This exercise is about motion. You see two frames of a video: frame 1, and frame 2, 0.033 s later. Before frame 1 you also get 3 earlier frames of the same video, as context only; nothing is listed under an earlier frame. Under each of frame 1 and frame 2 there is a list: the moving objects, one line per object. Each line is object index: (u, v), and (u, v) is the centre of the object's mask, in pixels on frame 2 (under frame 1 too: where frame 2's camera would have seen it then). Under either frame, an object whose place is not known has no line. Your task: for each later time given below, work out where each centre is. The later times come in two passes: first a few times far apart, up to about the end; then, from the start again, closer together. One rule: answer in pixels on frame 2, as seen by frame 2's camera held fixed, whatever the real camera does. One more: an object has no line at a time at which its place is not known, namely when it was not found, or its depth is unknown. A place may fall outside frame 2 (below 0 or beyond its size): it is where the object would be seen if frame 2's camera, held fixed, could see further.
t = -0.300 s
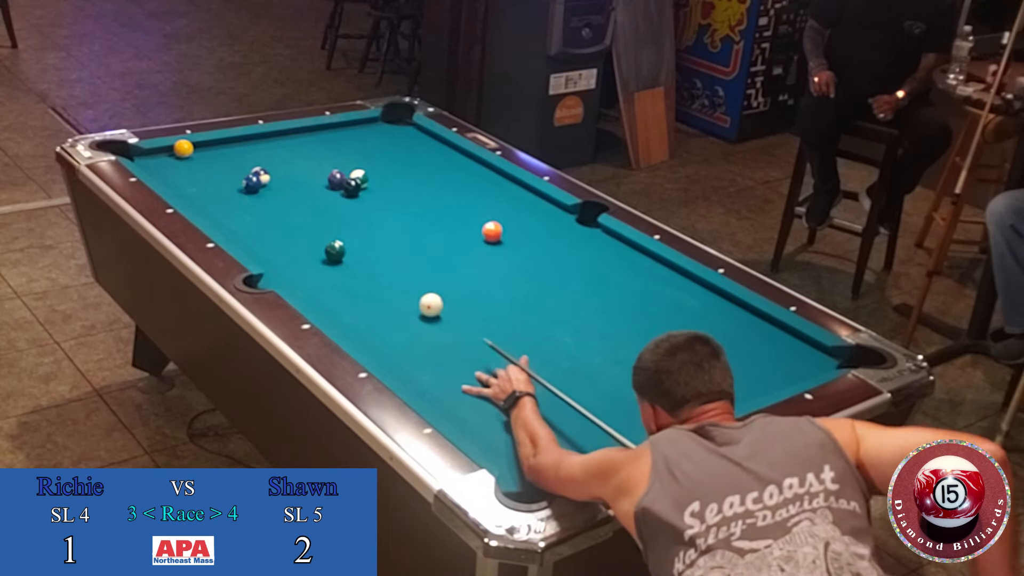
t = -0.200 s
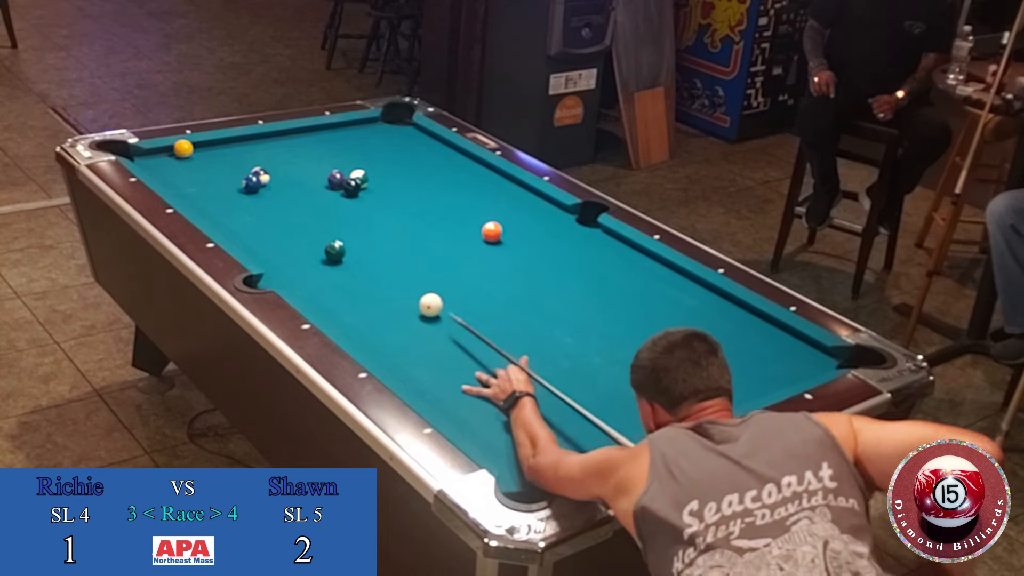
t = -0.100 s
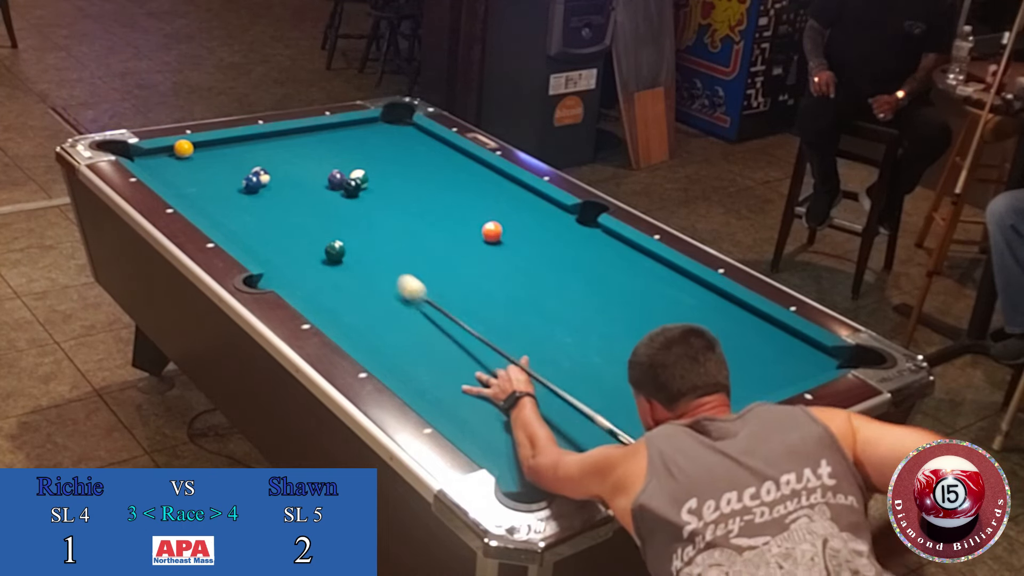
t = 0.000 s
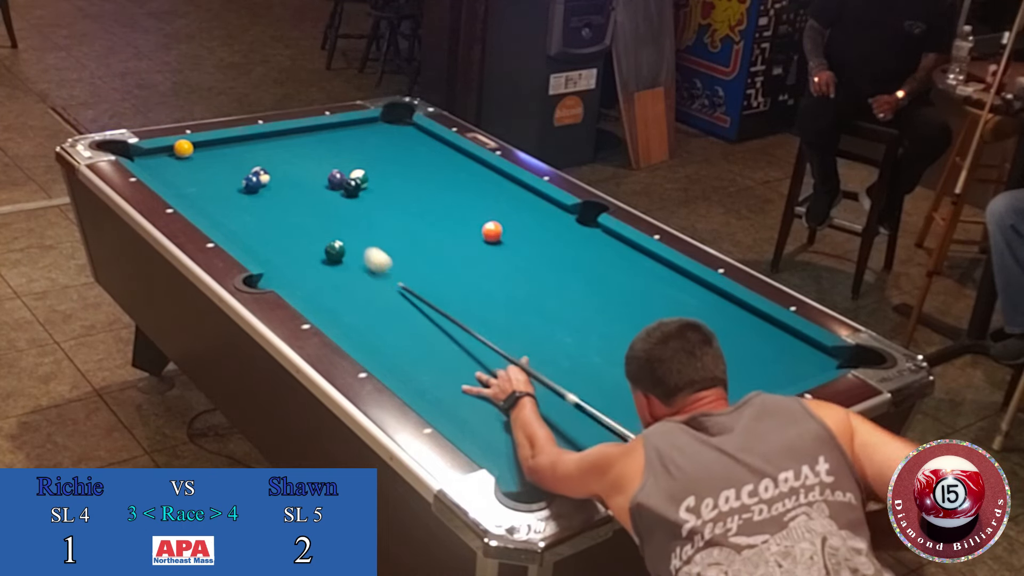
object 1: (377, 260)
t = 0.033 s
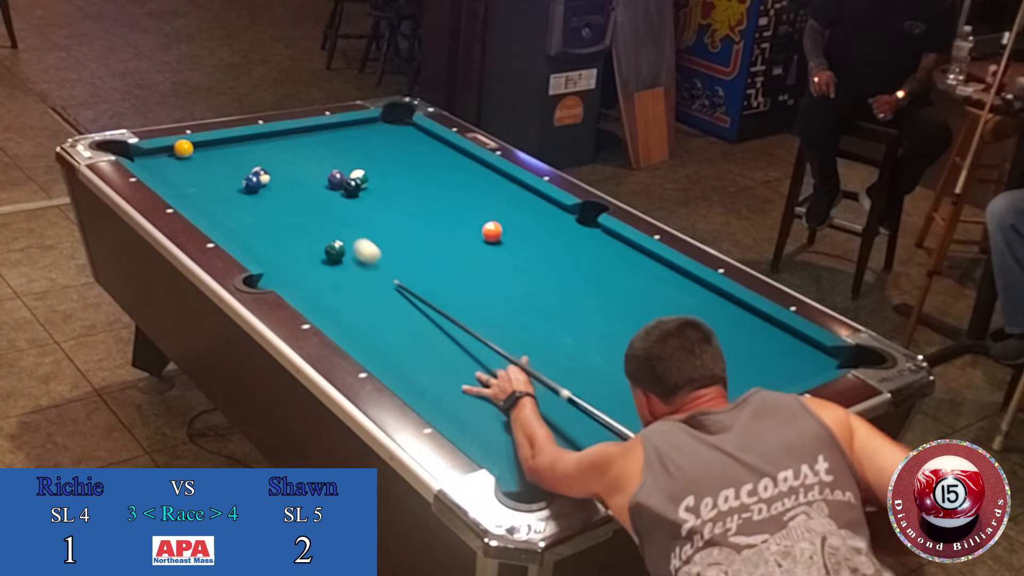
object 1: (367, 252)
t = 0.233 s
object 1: (309, 204)
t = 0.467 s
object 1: (287, 163)
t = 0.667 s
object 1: (291, 136)
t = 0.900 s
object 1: (329, 140)
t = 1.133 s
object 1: (371, 148)
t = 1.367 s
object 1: (411, 155)
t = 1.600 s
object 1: (449, 163)
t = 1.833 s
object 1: (486, 170)
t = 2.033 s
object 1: (500, 178)
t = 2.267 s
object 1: (505, 188)
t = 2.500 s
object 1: (510, 198)
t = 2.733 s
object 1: (516, 208)
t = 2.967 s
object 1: (521, 217)
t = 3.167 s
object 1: (525, 224)
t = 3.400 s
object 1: (529, 233)
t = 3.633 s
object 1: (532, 239)
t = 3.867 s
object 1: (535, 246)
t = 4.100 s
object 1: (538, 253)
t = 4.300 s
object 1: (540, 257)
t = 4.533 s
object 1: (542, 262)
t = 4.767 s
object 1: (543, 267)
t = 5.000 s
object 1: (544, 270)
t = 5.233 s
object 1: (545, 273)
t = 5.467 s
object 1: (544, 274)
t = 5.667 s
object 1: (545, 275)
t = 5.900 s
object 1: (545, 275)
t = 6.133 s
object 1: (545, 275)
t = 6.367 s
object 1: (545, 275)
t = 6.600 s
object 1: (545, 275)
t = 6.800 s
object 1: (545, 275)
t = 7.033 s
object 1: (545, 275)
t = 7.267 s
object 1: (545, 275)
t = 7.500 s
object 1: (545, 275)
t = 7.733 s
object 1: (545, 275)
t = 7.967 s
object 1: (545, 275)
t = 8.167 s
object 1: (545, 275)
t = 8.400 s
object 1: (545, 275)
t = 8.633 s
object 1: (545, 275)
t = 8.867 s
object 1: (545, 275)
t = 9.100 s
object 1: (545, 275)
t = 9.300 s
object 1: (545, 275)
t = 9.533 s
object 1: (545, 275)
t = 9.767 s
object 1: (545, 275)
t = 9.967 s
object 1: (545, 275)
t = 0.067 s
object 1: (356, 243)
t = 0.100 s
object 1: (347, 234)
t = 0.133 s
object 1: (336, 227)
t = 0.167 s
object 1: (327, 219)
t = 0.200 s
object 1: (317, 211)
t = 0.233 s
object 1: (309, 204)
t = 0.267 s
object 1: (300, 197)
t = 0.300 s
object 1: (291, 190)
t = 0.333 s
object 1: (283, 183)
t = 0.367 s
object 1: (280, 177)
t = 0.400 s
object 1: (283, 172)
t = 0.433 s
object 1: (285, 168)
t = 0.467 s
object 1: (287, 163)
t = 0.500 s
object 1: (288, 158)
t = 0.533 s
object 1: (288, 153)
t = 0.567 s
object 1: (289, 149)
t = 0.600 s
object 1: (290, 144)
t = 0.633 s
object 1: (290, 140)
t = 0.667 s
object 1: (291, 136)
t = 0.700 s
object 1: (293, 132)
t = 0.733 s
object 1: (299, 134)
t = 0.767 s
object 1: (305, 135)
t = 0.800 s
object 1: (311, 136)
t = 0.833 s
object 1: (317, 137)
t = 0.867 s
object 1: (324, 139)
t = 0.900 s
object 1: (329, 140)
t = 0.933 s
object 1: (336, 141)
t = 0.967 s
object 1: (341, 142)
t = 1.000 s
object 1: (347, 143)
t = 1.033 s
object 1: (353, 144)
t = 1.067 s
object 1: (359, 146)
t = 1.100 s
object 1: (365, 146)
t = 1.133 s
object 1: (371, 148)
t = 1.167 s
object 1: (377, 149)
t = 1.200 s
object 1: (382, 150)
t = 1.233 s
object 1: (388, 151)
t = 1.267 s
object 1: (394, 152)
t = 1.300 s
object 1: (399, 153)
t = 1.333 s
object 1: (405, 154)
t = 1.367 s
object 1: (411, 155)
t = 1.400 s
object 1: (416, 156)
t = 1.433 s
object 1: (422, 158)
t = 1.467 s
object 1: (427, 159)
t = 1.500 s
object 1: (433, 160)
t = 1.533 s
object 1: (438, 161)
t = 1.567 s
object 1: (444, 162)
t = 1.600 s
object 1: (449, 163)
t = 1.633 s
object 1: (455, 164)
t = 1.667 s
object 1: (460, 165)
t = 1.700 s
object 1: (465, 166)
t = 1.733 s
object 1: (471, 167)
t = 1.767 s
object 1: (476, 168)
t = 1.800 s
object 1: (481, 169)
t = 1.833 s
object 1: (486, 170)
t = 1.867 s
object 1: (491, 171)
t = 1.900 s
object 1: (496, 172)
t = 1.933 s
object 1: (497, 174)
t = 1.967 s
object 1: (498, 175)
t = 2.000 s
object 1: (499, 177)
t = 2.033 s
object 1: (500, 178)
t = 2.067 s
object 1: (501, 180)
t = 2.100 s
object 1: (501, 181)
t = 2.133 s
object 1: (502, 183)
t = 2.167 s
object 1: (503, 184)
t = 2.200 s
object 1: (503, 185)
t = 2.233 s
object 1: (504, 187)
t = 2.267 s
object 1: (505, 188)
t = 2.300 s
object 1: (506, 190)
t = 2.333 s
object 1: (506, 191)
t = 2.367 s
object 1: (507, 192)
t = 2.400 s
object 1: (508, 194)
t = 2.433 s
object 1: (509, 195)
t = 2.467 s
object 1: (510, 197)
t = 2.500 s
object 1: (510, 198)
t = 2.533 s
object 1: (511, 200)
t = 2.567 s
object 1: (512, 201)
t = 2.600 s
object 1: (513, 202)
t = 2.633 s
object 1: (513, 204)
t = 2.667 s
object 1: (514, 205)
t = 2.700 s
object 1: (515, 207)
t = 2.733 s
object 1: (516, 208)
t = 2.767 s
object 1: (517, 209)
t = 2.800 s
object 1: (517, 210)
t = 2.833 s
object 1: (518, 212)
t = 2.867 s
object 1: (519, 213)
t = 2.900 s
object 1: (519, 214)
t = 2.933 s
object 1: (520, 216)
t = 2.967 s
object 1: (521, 217)
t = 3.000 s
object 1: (522, 218)
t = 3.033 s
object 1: (523, 220)
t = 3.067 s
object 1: (523, 221)
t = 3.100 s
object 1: (524, 222)
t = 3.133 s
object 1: (524, 223)
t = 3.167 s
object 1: (525, 224)
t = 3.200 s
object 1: (526, 226)
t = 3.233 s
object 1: (526, 227)
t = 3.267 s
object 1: (527, 228)
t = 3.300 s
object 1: (528, 229)
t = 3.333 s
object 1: (528, 230)
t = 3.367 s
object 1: (529, 231)
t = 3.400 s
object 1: (529, 233)
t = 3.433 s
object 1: (530, 234)
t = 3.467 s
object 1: (530, 235)
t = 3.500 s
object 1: (531, 236)
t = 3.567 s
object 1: (531, 237)
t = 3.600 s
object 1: (532, 238)
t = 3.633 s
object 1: (532, 239)
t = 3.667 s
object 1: (533, 240)
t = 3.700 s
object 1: (533, 241)
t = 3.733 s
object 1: (533, 242)
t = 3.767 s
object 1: (534, 243)
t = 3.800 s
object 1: (534, 244)
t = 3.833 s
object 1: (535, 245)
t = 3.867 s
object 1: (535, 246)
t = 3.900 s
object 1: (536, 247)
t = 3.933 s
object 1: (536, 248)
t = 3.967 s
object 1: (537, 249)
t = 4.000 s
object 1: (537, 250)
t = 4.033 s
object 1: (538, 251)
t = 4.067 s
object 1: (538, 252)
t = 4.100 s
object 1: (538, 253)
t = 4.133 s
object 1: (539, 253)
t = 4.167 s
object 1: (539, 254)
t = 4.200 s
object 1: (539, 255)
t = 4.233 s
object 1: (540, 256)
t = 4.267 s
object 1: (540, 257)
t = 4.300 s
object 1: (540, 257)
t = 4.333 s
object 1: (541, 258)
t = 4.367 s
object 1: (541, 259)
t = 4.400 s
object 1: (541, 260)
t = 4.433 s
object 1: (541, 260)
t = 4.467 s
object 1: (541, 261)
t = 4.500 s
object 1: (542, 262)
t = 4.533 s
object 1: (542, 262)
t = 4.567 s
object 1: (542, 263)
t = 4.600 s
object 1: (542, 264)
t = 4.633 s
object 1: (543, 264)
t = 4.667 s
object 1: (543, 265)
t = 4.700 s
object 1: (543, 266)
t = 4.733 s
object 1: (543, 266)
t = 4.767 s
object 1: (543, 267)
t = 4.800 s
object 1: (544, 267)
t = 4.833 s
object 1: (544, 268)
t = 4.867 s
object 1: (544, 268)
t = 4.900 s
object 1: (544, 269)
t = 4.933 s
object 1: (544, 269)
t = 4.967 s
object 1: (544, 269)
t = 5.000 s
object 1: (544, 270)
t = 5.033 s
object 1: (544, 270)
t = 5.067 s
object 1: (544, 271)
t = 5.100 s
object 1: (545, 271)
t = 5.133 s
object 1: (545, 271)
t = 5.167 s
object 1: (545, 272)
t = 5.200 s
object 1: (545, 272)
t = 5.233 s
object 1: (545, 273)
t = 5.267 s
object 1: (545, 273)
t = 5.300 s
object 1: (545, 273)
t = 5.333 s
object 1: (545, 273)
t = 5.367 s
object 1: (545, 274)
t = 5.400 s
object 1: (545, 274)
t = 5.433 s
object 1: (544, 274)
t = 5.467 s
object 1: (544, 274)
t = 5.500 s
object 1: (544, 274)
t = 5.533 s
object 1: (545, 275)
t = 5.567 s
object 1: (545, 275)
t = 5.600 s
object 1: (545, 275)
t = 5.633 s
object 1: (545, 275)
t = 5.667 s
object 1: (545, 275)
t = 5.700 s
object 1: (545, 275)
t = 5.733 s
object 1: (545, 275)
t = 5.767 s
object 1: (545, 275)
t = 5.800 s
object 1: (545, 275)
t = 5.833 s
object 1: (545, 275)
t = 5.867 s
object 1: (545, 275)
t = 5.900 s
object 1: (545, 275)
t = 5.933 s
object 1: (545, 275)
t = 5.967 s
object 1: (545, 275)
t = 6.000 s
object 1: (545, 275)
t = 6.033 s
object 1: (545, 275)
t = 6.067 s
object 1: (545, 275)
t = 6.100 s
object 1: (545, 275)
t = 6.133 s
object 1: (545, 275)
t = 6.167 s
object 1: (545, 275)
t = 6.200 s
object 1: (545, 275)
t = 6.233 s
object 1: (545, 275)
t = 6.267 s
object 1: (545, 275)
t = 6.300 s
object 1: (545, 275)
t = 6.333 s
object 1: (545, 275)
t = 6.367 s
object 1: (545, 275)
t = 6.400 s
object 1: (545, 275)
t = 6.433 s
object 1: (545, 275)
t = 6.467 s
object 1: (545, 275)
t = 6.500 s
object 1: (545, 275)
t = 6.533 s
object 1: (545, 275)
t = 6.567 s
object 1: (545, 275)
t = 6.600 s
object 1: (545, 275)
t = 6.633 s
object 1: (545, 275)
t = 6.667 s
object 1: (545, 275)
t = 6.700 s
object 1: (545, 275)
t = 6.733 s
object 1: (545, 275)
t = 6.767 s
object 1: (545, 275)
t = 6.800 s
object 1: (545, 275)
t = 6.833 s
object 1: (545, 275)
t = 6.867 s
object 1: (545, 275)
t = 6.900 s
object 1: (545, 275)
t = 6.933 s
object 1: (545, 275)
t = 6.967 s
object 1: (545, 275)
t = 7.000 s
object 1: (545, 275)
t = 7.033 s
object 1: (545, 275)
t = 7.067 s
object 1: (545, 275)
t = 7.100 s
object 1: (545, 275)
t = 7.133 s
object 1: (545, 275)
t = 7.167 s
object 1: (545, 275)
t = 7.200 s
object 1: (545, 275)
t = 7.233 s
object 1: (545, 275)
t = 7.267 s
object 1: (545, 275)
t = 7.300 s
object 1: (545, 275)
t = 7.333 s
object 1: (545, 275)
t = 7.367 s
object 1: (545, 275)
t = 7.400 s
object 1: (545, 275)
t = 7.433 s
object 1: (545, 275)
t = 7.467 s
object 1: (545, 275)
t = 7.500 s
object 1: (545, 275)
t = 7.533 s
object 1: (545, 275)
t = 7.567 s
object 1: (545, 275)
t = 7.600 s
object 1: (545, 275)
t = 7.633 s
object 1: (545, 275)
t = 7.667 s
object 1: (545, 275)
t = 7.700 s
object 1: (545, 275)
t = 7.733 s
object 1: (545, 275)
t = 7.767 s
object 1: (545, 275)
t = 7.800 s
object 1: (545, 275)
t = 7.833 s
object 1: (545, 275)
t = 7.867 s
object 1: (545, 275)
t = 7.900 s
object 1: (545, 275)
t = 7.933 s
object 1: (545, 275)
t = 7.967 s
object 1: (545, 275)
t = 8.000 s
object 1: (545, 275)
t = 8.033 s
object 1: (545, 275)
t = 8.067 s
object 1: (545, 275)
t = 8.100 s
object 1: (545, 275)
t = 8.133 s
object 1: (545, 275)
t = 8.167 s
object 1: (545, 275)
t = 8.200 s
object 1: (545, 275)
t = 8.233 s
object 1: (545, 275)
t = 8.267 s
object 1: (545, 275)
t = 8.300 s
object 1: (545, 275)
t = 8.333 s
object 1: (545, 275)
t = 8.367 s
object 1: (545, 275)
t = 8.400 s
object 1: (545, 275)
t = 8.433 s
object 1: (545, 275)
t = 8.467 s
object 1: (545, 275)
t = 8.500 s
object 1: (545, 275)
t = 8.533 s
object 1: (545, 275)
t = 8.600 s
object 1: (545, 275)
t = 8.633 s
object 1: (545, 275)
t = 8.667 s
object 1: (545, 275)
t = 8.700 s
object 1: (545, 275)
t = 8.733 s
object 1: (545, 275)
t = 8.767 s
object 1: (545, 275)
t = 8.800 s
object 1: (545, 275)
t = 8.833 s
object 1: (545, 275)
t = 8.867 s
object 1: (545, 275)
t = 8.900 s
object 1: (545, 275)
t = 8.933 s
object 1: (545, 275)
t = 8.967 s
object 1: (545, 275)
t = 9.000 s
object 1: (545, 275)
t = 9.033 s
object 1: (545, 275)
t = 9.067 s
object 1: (545, 275)
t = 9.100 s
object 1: (545, 275)
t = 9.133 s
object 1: (545, 275)
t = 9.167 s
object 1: (545, 275)
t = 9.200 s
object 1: (545, 275)
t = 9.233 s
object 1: (545, 275)
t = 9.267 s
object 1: (545, 275)
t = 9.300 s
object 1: (545, 275)
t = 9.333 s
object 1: (545, 275)
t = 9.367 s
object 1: (545, 275)
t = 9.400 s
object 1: (545, 275)
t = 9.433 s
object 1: (545, 275)
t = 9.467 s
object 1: (545, 275)
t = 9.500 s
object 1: (545, 275)
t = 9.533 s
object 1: (545, 275)
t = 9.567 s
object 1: (545, 275)
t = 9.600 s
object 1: (545, 275)
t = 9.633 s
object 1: (545, 275)
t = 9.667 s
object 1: (545, 275)
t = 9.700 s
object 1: (545, 275)
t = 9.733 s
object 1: (545, 275)
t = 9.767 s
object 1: (545, 275)
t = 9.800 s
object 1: (545, 275)
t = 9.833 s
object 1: (545, 275)
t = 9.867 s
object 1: (545, 275)
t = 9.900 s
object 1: (545, 275)
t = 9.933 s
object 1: (545, 275)
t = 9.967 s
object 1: (545, 275)
